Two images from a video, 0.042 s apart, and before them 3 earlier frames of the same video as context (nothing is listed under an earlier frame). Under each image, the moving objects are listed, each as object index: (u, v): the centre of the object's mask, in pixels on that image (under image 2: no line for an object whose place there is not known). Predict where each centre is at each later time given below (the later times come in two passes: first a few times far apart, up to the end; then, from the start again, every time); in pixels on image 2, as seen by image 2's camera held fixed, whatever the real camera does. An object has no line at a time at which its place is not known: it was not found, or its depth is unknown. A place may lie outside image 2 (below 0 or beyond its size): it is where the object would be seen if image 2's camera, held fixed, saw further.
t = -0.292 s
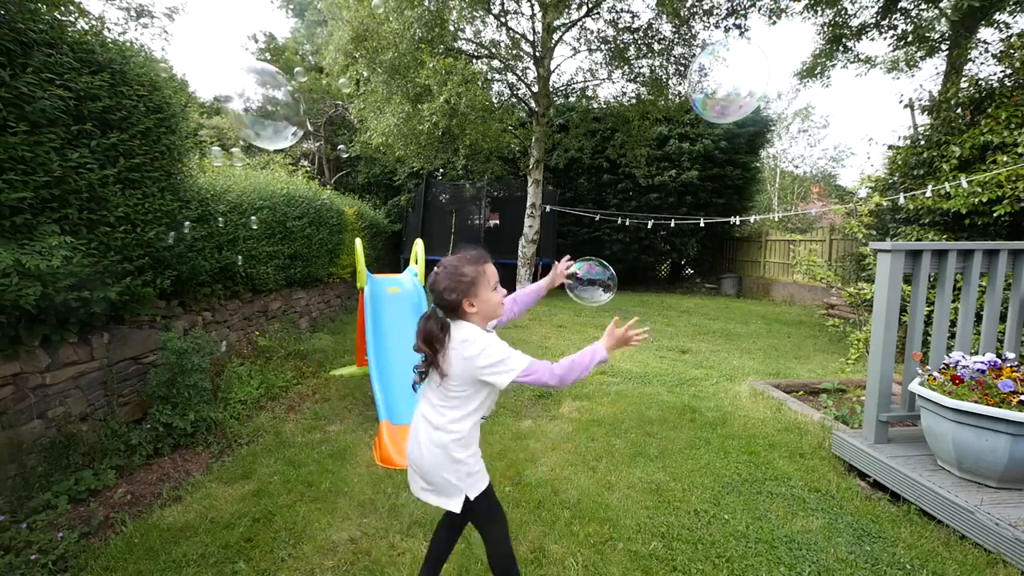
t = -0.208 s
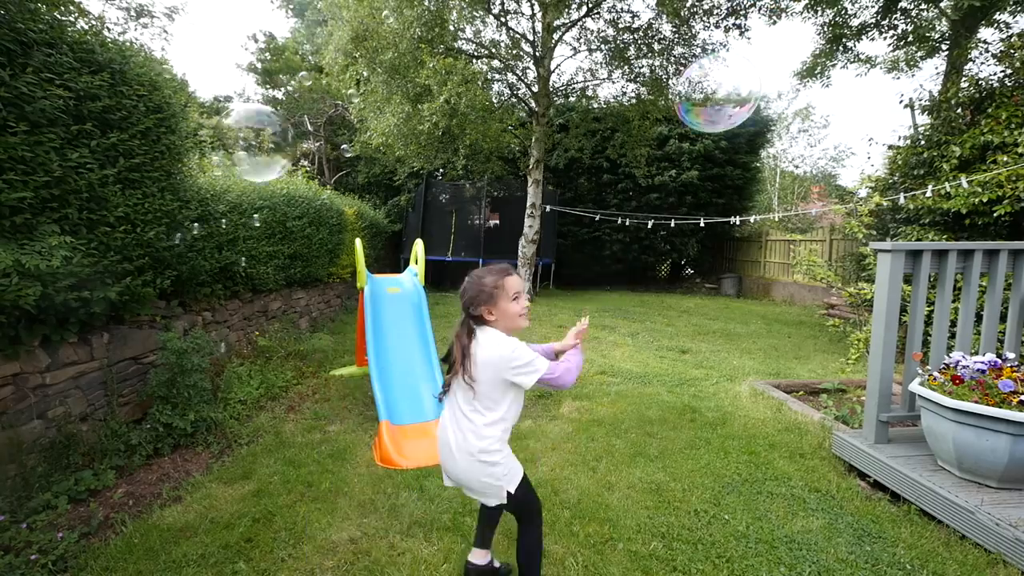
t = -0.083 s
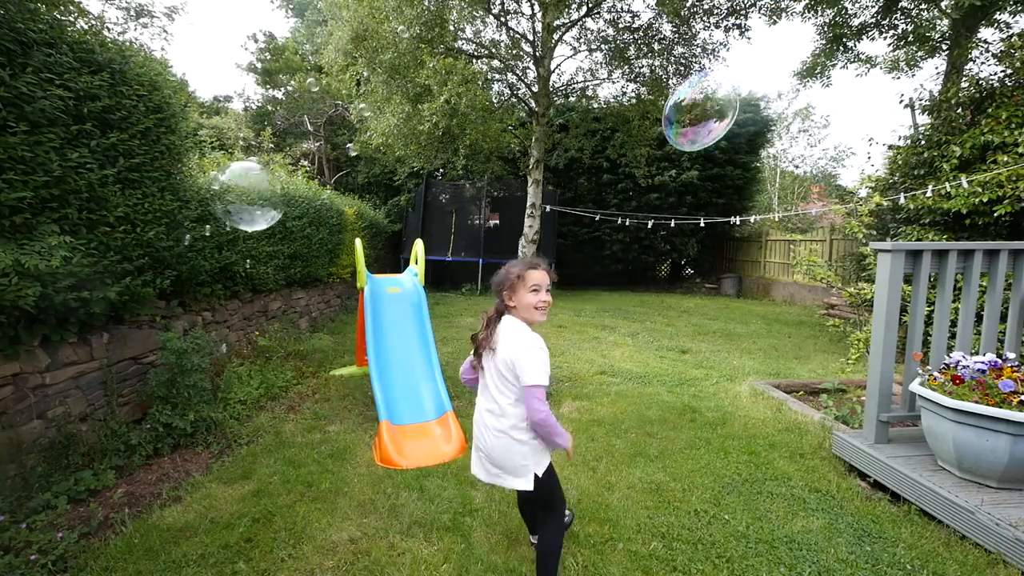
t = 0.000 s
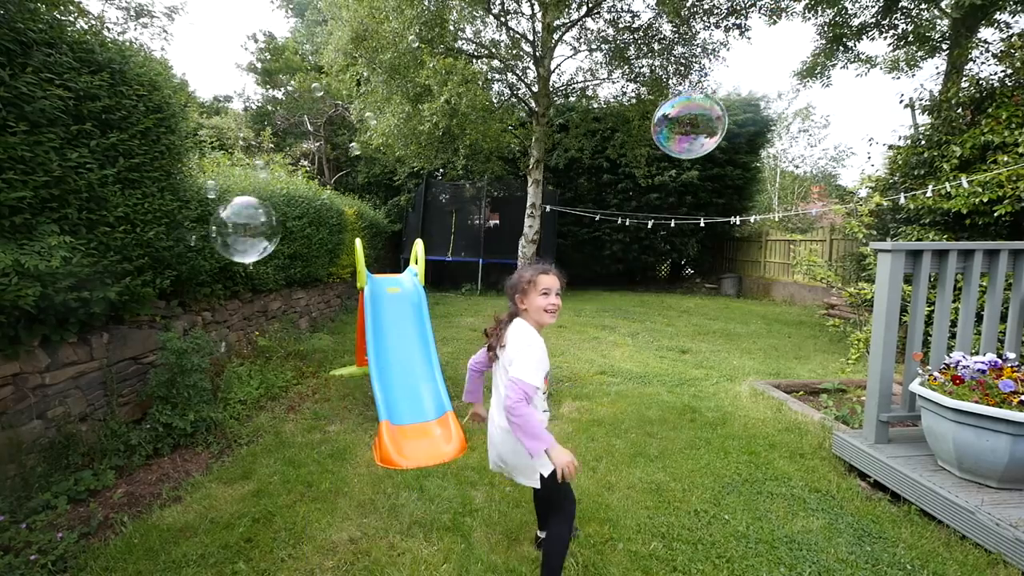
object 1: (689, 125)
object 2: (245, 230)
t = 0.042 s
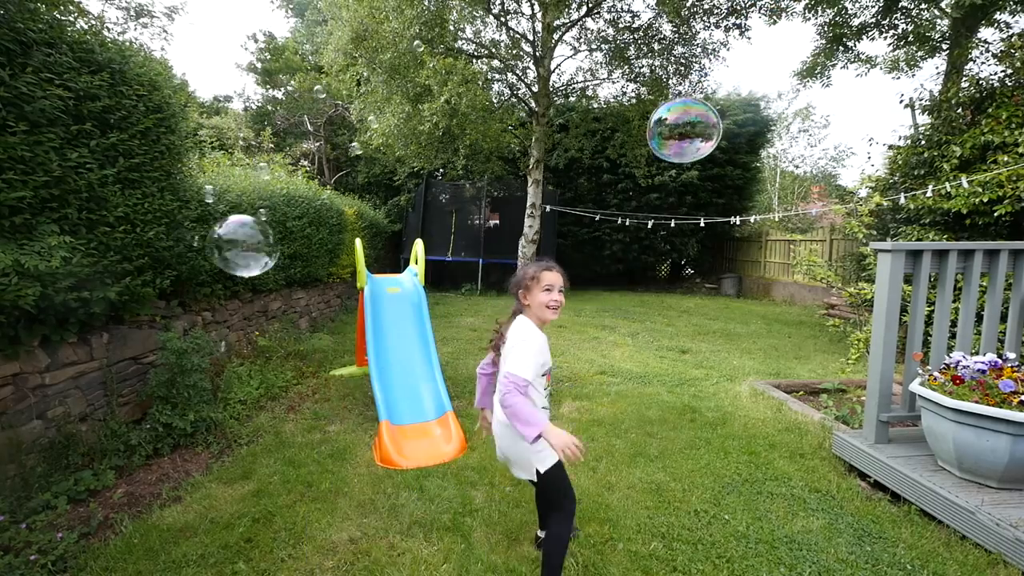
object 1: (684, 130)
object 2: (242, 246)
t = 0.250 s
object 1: (656, 157)
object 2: (239, 319)
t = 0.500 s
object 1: (621, 186)
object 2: (236, 391)
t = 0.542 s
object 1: (615, 191)
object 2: (235, 402)
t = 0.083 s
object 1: (678, 136)
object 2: (241, 262)
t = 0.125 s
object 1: (673, 141)
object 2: (241, 277)
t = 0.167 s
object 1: (668, 146)
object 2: (240, 291)
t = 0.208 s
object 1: (661, 152)
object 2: (239, 305)
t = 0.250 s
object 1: (656, 157)
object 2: (239, 319)
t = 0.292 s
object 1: (650, 162)
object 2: (238, 332)
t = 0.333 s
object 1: (645, 167)
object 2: (238, 345)
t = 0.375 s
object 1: (639, 172)
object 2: (238, 357)
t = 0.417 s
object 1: (633, 177)
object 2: (237, 369)
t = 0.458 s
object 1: (627, 182)
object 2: (237, 380)
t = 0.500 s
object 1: (621, 186)
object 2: (236, 391)
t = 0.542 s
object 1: (615, 191)
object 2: (235, 402)
